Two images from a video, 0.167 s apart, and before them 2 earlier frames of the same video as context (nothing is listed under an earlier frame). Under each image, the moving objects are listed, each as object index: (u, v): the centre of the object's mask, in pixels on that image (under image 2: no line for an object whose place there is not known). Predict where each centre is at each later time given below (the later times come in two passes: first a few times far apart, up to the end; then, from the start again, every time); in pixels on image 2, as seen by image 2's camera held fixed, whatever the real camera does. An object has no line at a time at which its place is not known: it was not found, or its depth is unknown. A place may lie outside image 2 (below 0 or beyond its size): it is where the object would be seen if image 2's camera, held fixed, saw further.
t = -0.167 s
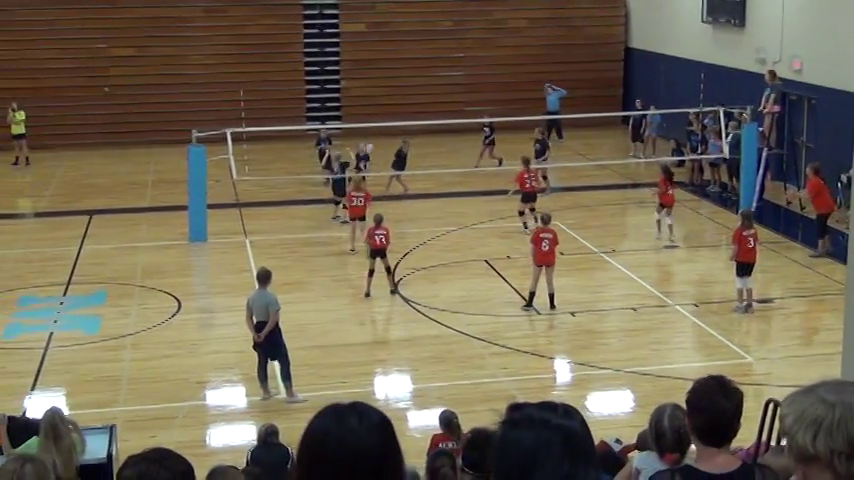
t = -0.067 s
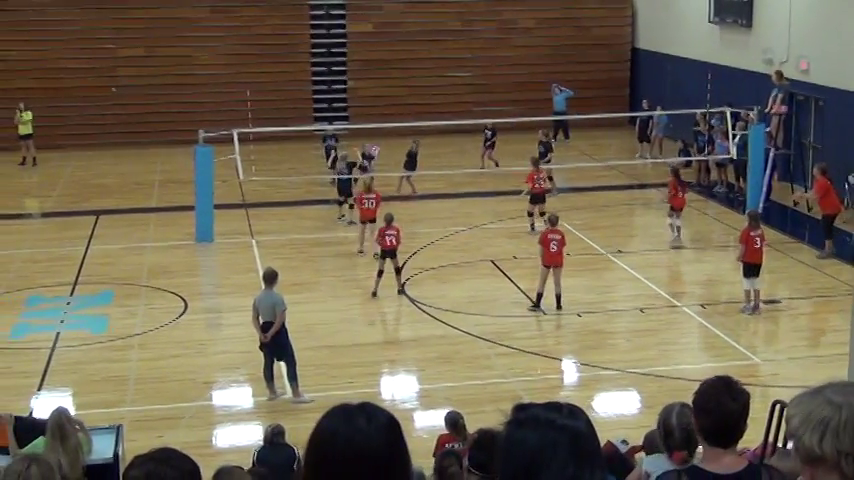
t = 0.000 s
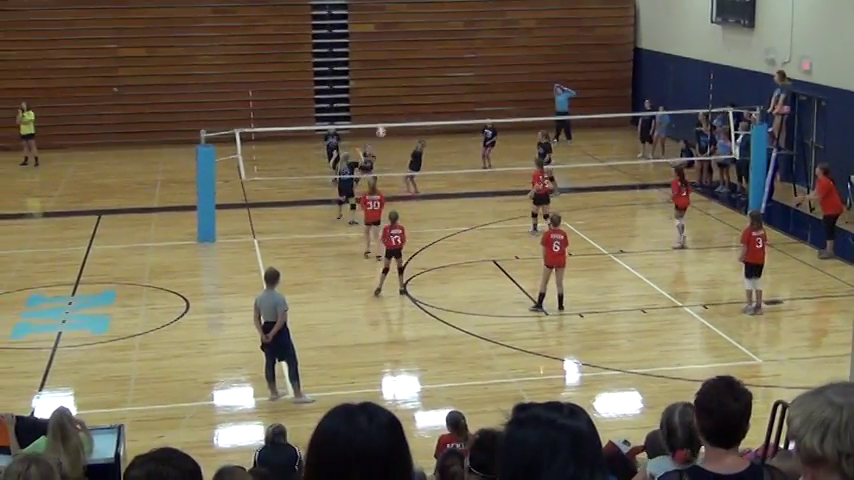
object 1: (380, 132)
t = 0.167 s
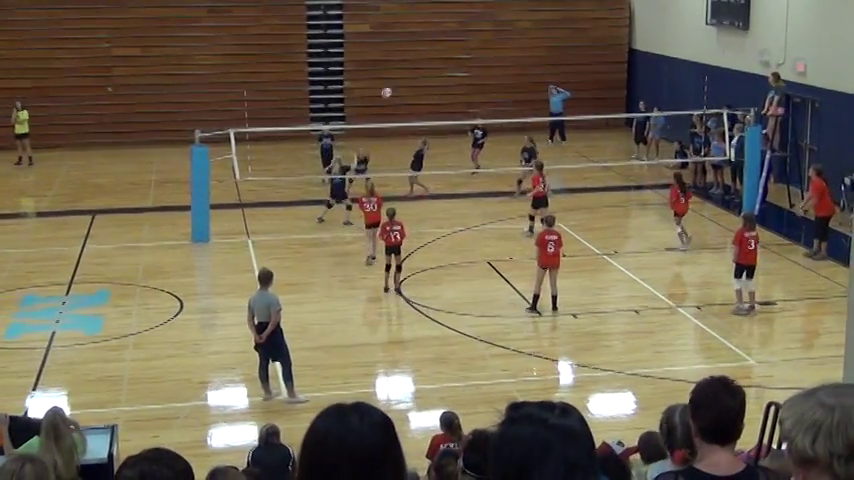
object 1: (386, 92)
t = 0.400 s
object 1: (403, 56)
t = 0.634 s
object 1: (417, 45)
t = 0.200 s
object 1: (389, 86)
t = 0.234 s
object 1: (391, 80)
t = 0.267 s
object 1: (393, 74)
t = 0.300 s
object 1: (396, 69)
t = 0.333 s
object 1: (398, 64)
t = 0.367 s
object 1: (401, 60)
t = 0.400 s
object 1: (403, 56)
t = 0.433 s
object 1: (406, 53)
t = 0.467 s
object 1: (408, 51)
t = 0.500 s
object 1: (411, 48)
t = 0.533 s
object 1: (414, 47)
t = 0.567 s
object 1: (416, 46)
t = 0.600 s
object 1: (418, 45)
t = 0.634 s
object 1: (417, 45)
